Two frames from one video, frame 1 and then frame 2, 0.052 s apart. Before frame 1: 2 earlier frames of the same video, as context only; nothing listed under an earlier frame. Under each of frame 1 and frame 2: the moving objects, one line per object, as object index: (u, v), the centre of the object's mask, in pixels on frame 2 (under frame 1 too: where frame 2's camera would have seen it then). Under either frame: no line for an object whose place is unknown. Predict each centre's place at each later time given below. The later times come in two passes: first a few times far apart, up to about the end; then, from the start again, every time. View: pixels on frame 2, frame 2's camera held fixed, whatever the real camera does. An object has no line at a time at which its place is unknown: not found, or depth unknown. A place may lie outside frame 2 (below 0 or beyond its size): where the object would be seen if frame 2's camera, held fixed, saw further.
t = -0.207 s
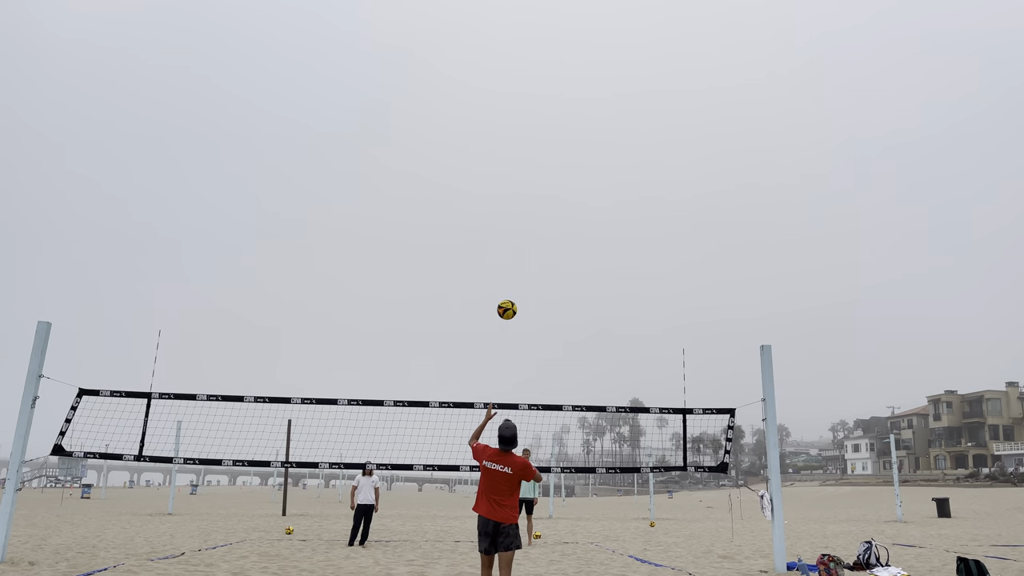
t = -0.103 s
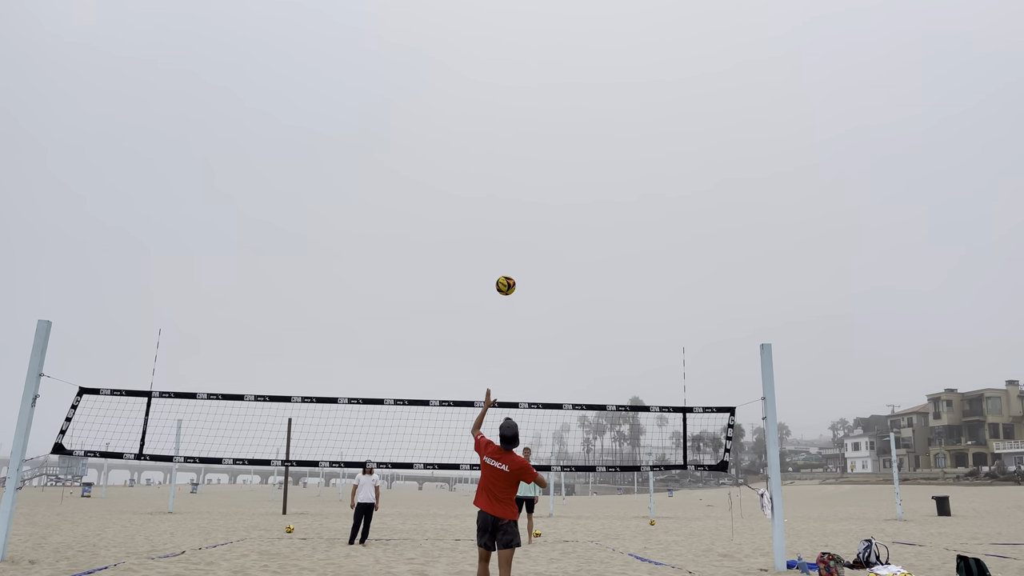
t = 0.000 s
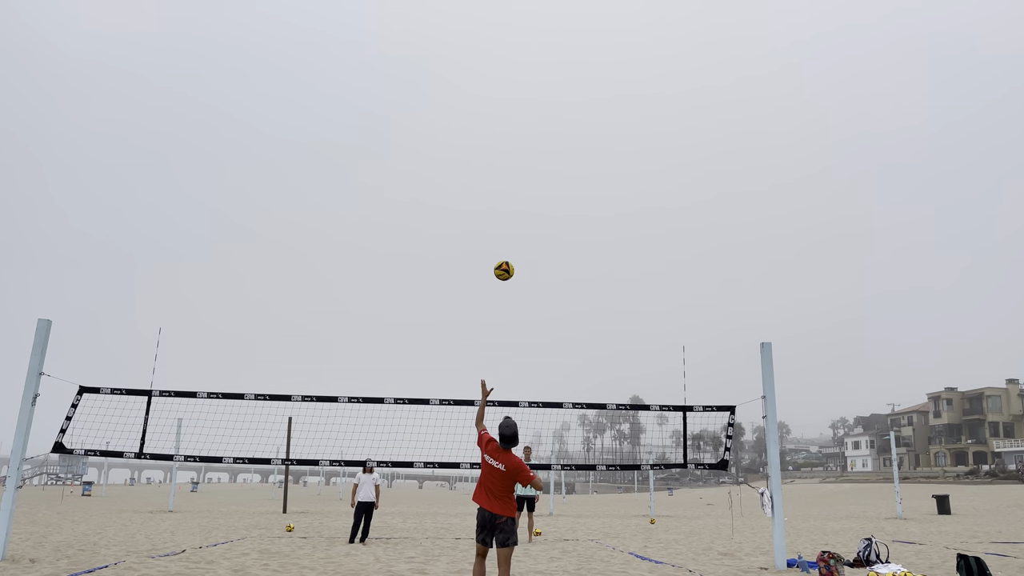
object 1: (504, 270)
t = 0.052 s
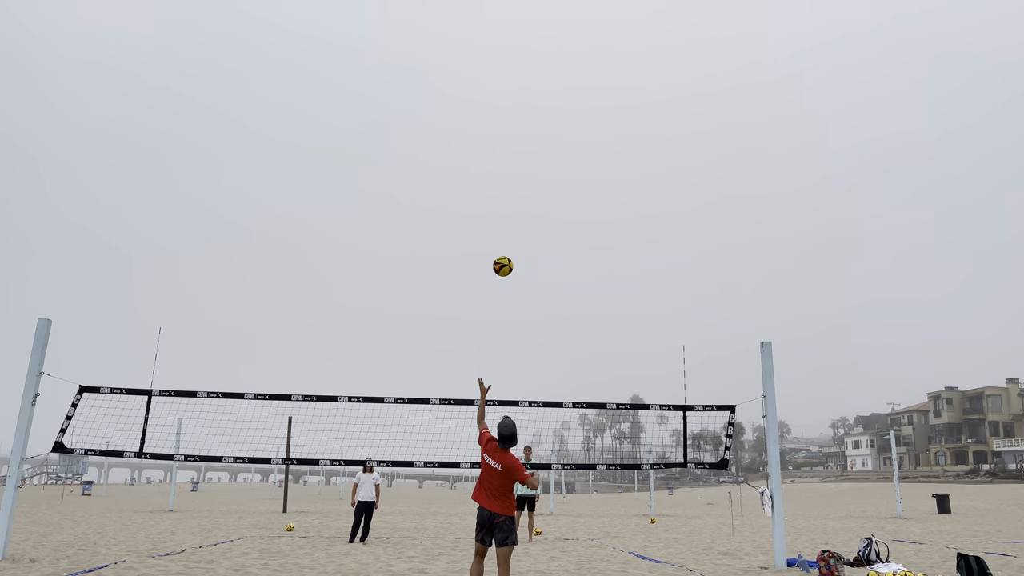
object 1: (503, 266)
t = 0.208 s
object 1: (499, 270)
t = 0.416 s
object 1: (492, 308)
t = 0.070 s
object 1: (502, 265)
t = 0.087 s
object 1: (502, 265)
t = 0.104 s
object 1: (502, 264)
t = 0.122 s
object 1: (501, 264)
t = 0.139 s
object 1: (501, 264)
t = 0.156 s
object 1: (500, 265)
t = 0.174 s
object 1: (500, 266)
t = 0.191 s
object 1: (500, 267)
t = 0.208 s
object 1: (499, 270)
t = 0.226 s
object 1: (498, 271)
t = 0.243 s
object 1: (498, 274)
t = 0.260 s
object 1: (497, 276)
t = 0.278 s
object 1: (497, 278)
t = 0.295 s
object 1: (496, 281)
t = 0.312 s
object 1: (496, 284)
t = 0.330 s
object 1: (495, 288)
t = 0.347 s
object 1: (494, 291)
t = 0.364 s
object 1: (494, 295)
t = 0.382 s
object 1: (493, 299)
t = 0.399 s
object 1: (493, 304)
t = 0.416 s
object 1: (492, 308)
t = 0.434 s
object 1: (491, 314)
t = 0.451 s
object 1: (491, 319)
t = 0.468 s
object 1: (490, 325)
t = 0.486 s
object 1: (489, 331)
